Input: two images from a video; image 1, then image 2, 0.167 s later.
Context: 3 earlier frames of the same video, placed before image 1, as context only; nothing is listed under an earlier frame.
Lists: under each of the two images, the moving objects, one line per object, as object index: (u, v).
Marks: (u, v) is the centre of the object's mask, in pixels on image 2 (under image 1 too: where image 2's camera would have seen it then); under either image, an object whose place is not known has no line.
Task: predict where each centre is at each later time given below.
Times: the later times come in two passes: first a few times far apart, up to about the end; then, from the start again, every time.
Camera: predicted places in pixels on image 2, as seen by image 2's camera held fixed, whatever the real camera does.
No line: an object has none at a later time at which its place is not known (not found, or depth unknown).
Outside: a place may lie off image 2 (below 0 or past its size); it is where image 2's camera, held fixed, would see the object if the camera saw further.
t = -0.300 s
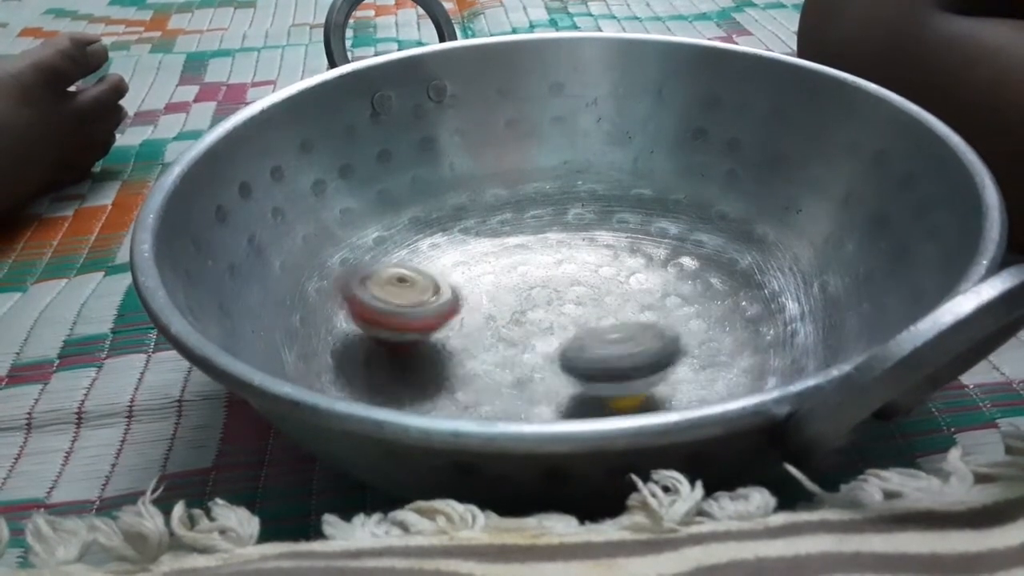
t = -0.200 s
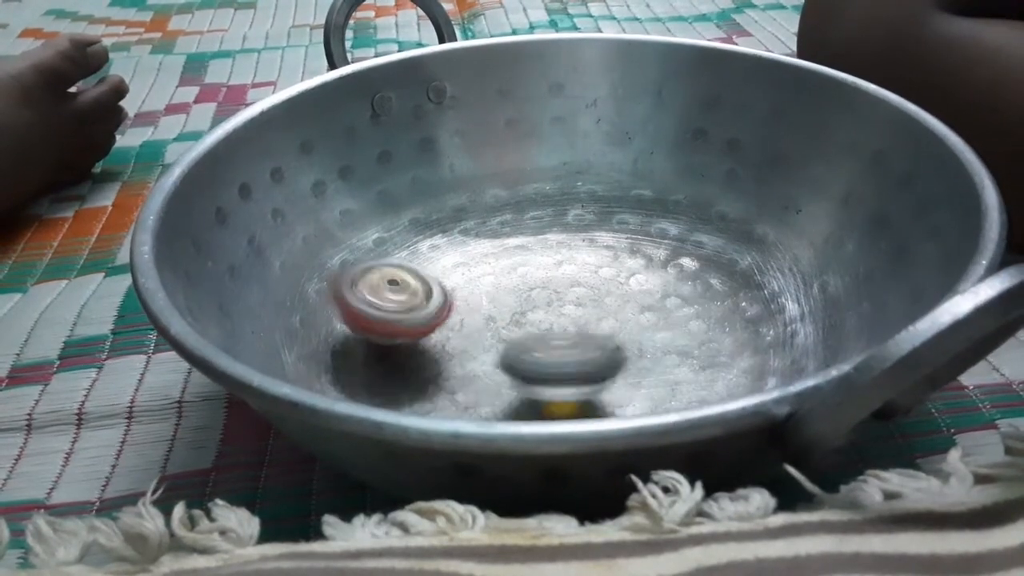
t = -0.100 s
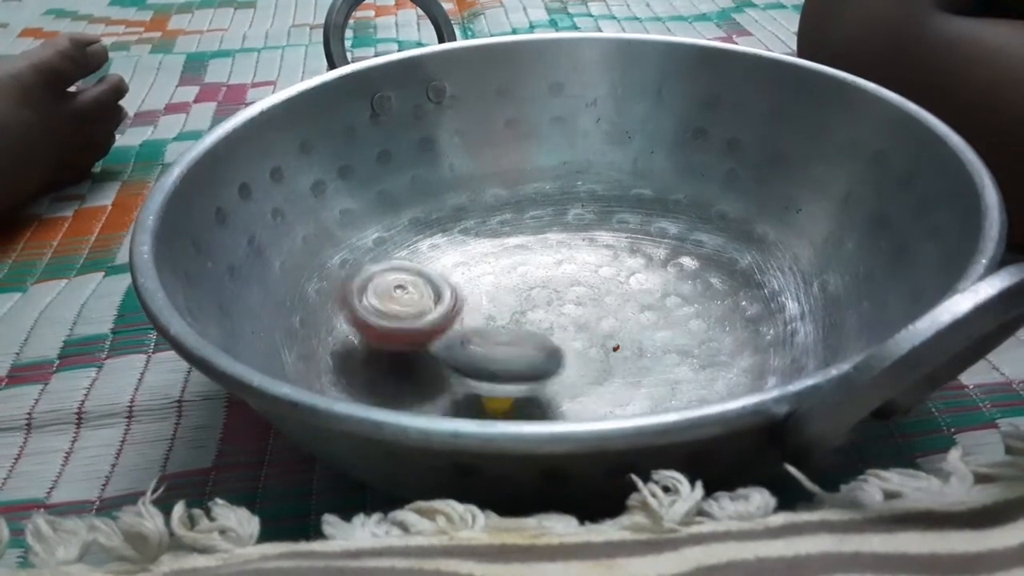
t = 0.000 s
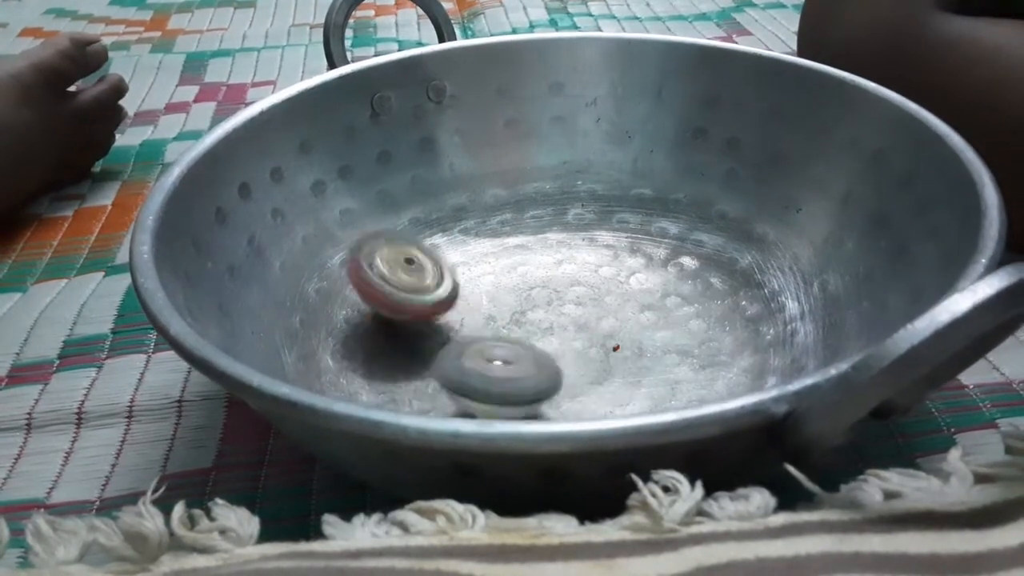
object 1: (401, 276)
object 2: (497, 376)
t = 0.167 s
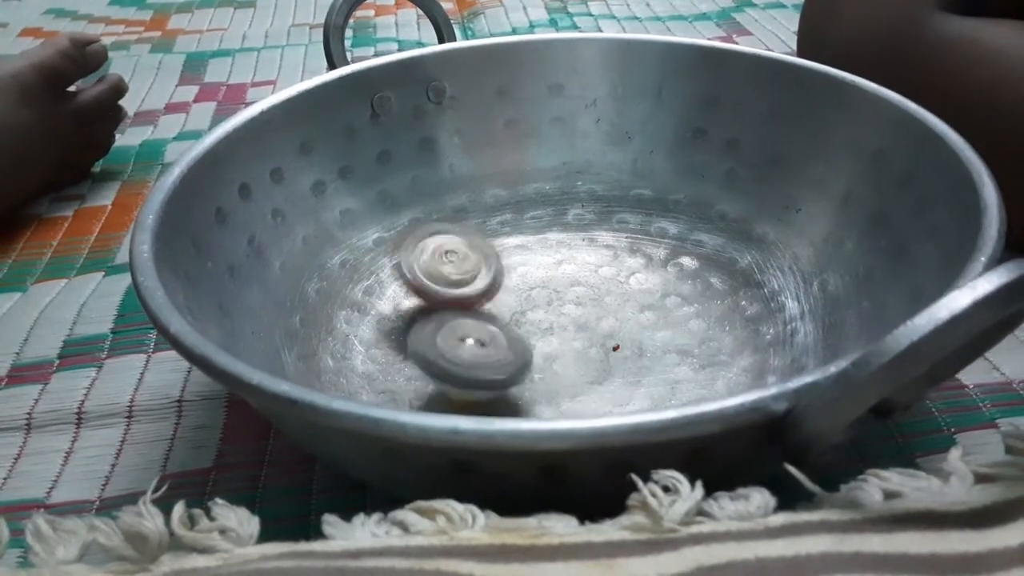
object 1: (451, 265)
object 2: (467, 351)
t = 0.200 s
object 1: (465, 262)
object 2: (468, 347)
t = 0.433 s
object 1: (587, 258)
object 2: (490, 307)
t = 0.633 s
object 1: (696, 277)
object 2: (482, 299)
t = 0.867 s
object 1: (721, 332)
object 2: (517, 304)
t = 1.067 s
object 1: (639, 378)
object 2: (547, 319)
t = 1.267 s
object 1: (532, 378)
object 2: (561, 303)
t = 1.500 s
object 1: (464, 325)
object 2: (607, 280)
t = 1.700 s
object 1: (510, 278)
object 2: (640, 286)
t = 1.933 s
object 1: (580, 263)
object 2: (679, 327)
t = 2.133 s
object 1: (625, 292)
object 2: (643, 369)
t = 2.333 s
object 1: (617, 320)
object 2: (563, 382)
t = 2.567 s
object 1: (655, 298)
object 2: (437, 371)
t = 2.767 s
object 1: (648, 288)
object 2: (489, 312)
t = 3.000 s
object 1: (628, 282)
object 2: (577, 223)
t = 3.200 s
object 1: (596, 273)
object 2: (597, 212)
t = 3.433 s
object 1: (535, 281)
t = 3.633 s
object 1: (531, 278)
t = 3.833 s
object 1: (528, 286)
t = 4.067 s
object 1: (507, 300)
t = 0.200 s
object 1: (465, 262)
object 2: (468, 347)
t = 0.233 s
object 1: (481, 258)
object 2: (470, 343)
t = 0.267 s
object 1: (498, 256)
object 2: (471, 337)
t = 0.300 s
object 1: (516, 257)
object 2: (473, 331)
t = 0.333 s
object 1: (533, 255)
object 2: (475, 325)
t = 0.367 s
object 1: (550, 255)
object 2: (479, 319)
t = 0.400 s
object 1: (570, 255)
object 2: (485, 312)
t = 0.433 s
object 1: (587, 258)
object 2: (490, 307)
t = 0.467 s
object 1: (614, 256)
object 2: (481, 307)
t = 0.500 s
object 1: (636, 259)
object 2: (473, 307)
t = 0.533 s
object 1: (656, 264)
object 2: (473, 305)
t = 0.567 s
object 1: (667, 267)
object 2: (476, 302)
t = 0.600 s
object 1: (682, 270)
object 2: (479, 301)
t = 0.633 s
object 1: (696, 277)
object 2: (482, 299)
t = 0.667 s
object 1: (706, 285)
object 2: (486, 299)
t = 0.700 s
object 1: (715, 290)
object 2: (489, 299)
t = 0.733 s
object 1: (722, 300)
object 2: (493, 298)
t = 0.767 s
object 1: (726, 305)
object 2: (496, 299)
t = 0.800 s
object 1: (727, 313)
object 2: (502, 300)
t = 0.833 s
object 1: (726, 323)
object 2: (510, 302)
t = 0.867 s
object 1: (721, 332)
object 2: (517, 304)
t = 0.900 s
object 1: (714, 341)
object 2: (522, 305)
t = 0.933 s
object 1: (705, 350)
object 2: (528, 307)
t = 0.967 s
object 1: (693, 358)
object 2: (532, 310)
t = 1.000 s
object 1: (676, 366)
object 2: (538, 315)
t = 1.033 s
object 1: (661, 369)
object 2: (543, 318)
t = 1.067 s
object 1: (639, 378)
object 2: (547, 319)
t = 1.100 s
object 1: (620, 383)
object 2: (549, 317)
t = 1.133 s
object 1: (603, 387)
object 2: (552, 313)
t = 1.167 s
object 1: (576, 387)
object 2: (554, 308)
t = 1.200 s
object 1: (561, 385)
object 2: (557, 306)
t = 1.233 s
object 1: (548, 383)
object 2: (558, 306)
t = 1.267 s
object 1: (532, 378)
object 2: (561, 303)
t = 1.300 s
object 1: (511, 377)
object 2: (569, 299)
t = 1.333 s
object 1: (493, 373)
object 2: (575, 296)
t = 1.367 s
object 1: (481, 368)
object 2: (581, 290)
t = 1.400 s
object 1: (472, 360)
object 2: (588, 287)
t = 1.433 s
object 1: (467, 344)
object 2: (594, 284)
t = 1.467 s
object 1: (465, 334)
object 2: (600, 282)
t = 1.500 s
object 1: (464, 325)
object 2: (607, 280)
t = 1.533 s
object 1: (468, 316)
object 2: (611, 280)
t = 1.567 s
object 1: (473, 307)
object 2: (619, 280)
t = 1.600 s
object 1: (479, 300)
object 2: (625, 281)
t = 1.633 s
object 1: (487, 291)
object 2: (631, 283)
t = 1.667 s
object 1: (497, 284)
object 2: (636, 284)
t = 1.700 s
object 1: (510, 278)
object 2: (640, 286)
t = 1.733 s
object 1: (522, 274)
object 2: (643, 287)
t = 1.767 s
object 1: (532, 271)
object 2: (650, 291)
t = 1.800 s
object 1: (534, 263)
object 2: (661, 300)
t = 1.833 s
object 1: (541, 259)
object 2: (669, 307)
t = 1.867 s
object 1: (552, 257)
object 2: (675, 312)
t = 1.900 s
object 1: (566, 258)
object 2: (681, 319)
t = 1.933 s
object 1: (580, 263)
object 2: (679, 327)
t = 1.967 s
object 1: (590, 267)
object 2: (678, 332)
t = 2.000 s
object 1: (598, 271)
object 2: (675, 343)
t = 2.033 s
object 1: (607, 277)
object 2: (671, 350)
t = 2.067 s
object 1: (615, 283)
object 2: (664, 357)
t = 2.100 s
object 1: (620, 288)
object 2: (655, 361)
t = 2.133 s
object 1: (625, 292)
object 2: (643, 369)
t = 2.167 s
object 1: (628, 298)
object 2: (628, 372)
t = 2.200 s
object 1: (629, 301)
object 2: (619, 376)
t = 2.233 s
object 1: (627, 309)
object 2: (608, 382)
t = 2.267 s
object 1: (623, 314)
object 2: (594, 385)
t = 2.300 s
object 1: (619, 318)
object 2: (574, 383)
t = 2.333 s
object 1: (617, 320)
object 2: (563, 382)
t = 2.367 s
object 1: (634, 313)
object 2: (497, 390)
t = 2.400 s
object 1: (646, 309)
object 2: (468, 391)
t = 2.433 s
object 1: (648, 307)
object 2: (443, 387)
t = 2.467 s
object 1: (646, 303)
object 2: (435, 382)
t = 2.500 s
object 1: (649, 299)
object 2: (435, 378)
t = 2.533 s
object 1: (653, 298)
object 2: (435, 374)
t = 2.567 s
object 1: (655, 298)
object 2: (437, 371)
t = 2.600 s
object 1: (653, 295)
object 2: (439, 366)
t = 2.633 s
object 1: (651, 292)
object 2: (444, 363)
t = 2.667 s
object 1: (653, 290)
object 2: (453, 352)
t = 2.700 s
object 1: (655, 289)
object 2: (464, 342)
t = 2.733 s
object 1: (654, 289)
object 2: (477, 321)
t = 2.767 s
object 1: (648, 288)
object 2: (489, 312)
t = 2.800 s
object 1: (647, 287)
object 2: (500, 305)
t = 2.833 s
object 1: (647, 286)
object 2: (514, 291)
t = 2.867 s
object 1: (644, 285)
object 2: (526, 281)
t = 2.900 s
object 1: (640, 286)
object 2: (539, 271)
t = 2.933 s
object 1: (633, 285)
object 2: (552, 250)
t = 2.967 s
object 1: (632, 284)
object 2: (565, 243)
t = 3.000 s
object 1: (628, 282)
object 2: (577, 223)
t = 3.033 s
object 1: (621, 281)
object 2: (589, 214)
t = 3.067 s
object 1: (615, 279)
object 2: (598, 206)
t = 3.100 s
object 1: (611, 278)
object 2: (603, 206)
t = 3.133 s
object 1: (608, 275)
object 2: (604, 208)
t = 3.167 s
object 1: (604, 275)
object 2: (600, 211)
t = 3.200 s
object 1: (596, 273)
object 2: (597, 212)
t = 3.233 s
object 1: (587, 273)
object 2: (604, 216)
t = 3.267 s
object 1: (578, 274)
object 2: (615, 226)
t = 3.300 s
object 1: (567, 276)
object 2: (623, 231)
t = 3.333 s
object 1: (554, 280)
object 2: (625, 233)
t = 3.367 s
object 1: (545, 282)
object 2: (626, 238)
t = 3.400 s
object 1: (540, 279)
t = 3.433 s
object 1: (535, 281)
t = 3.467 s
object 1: (531, 283)
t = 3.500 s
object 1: (529, 282)
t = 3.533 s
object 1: (529, 280)
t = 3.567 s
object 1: (531, 278)
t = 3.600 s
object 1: (533, 278)
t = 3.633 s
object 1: (531, 278)
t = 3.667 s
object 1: (529, 278)
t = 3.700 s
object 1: (528, 279)
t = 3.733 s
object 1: (526, 281)
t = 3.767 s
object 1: (527, 279)
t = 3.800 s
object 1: (528, 281)
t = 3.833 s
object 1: (528, 286)
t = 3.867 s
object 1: (529, 288)
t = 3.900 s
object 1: (525, 294)
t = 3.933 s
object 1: (521, 297)
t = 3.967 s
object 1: (517, 298)
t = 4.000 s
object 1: (513, 300)
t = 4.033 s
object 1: (509, 301)
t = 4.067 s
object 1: (507, 300)
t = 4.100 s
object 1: (504, 296)
